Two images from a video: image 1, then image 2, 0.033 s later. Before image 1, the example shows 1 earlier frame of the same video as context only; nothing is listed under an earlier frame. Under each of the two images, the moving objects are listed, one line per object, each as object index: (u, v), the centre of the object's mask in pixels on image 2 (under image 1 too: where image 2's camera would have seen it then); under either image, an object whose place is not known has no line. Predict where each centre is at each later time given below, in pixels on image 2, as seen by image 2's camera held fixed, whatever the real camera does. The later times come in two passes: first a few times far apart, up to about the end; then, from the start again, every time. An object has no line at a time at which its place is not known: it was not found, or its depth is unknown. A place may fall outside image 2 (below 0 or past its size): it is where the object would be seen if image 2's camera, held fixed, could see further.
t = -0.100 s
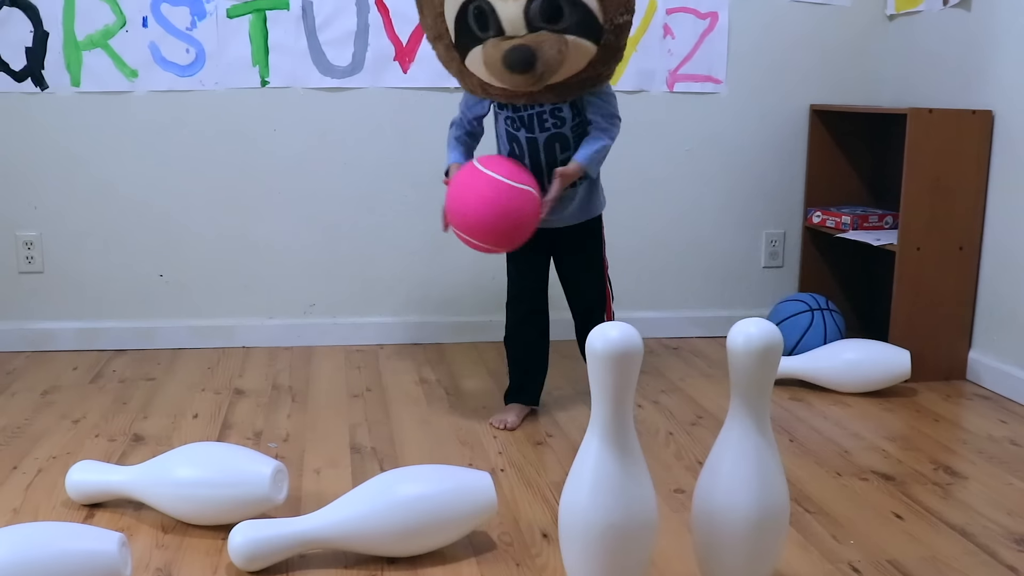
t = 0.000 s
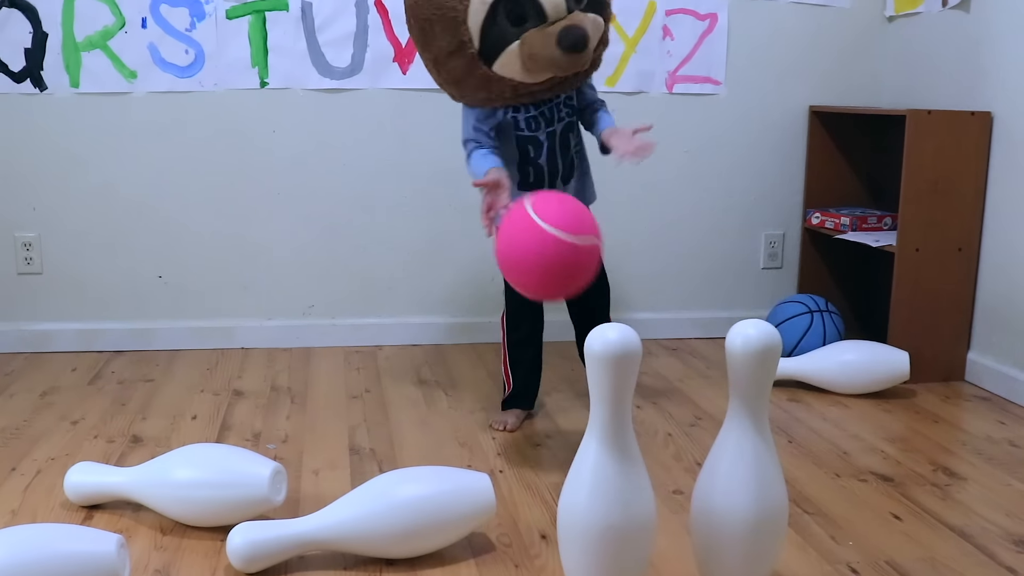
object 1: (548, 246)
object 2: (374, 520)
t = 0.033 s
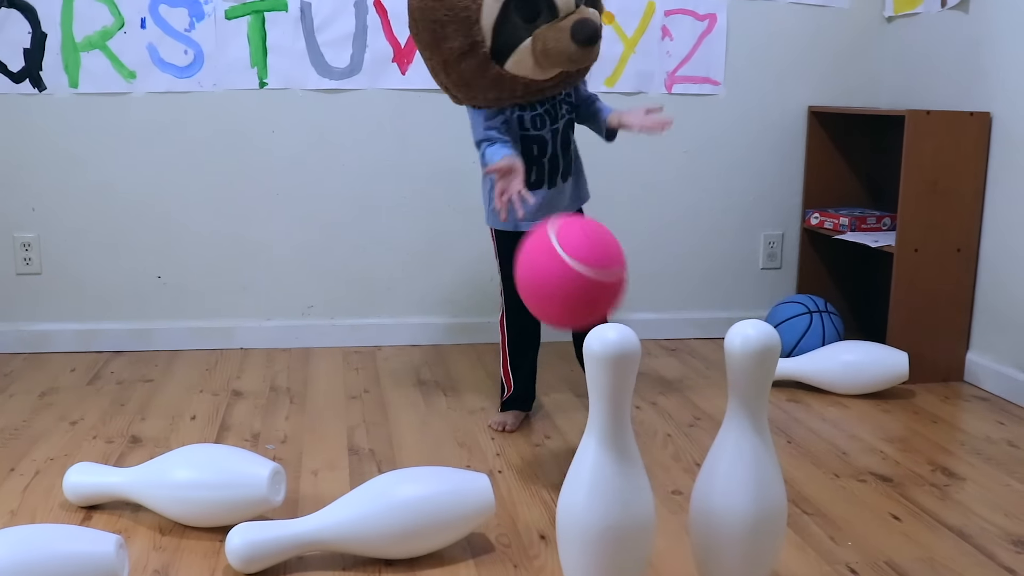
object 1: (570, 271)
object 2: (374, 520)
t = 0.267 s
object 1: (673, 481)
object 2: (374, 520)
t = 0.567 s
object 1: (538, 460)
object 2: (374, 519)
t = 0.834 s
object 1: (522, 449)
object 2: (362, 518)
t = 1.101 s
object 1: (501, 444)
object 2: (360, 516)
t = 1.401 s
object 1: (479, 432)
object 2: (360, 516)
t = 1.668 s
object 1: (467, 422)
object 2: (361, 517)
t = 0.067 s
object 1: (592, 296)
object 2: (374, 520)
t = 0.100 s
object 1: (635, 332)
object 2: (374, 520)
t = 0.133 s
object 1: (670, 404)
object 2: (374, 520)
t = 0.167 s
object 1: (677, 449)
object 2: (374, 520)
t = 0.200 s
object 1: (682, 477)
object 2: (374, 520)
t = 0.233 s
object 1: (679, 507)
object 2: (374, 520)
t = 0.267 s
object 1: (673, 481)
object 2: (374, 520)
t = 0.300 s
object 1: (667, 460)
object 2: (374, 519)
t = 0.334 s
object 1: (661, 447)
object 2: (374, 519)
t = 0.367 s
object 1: (656, 440)
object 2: (374, 519)
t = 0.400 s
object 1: (565, 435)
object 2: (374, 519)
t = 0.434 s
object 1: (560, 442)
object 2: (374, 519)
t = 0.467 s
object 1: (553, 456)
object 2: (374, 519)
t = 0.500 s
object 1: (545, 477)
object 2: (374, 519)
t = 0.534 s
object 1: (541, 472)
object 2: (374, 519)
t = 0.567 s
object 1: (538, 460)
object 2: (374, 519)
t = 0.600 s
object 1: (534, 453)
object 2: (374, 519)
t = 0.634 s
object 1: (532, 449)
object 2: (370, 519)
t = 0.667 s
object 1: (531, 449)
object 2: (365, 519)
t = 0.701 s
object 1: (529, 455)
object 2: (363, 519)
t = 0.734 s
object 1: (527, 467)
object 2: (362, 519)
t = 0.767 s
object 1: (525, 464)
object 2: (362, 519)
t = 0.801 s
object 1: (524, 454)
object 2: (362, 518)
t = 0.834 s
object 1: (522, 449)
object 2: (362, 518)
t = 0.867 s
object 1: (520, 450)
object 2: (361, 518)
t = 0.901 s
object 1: (517, 456)
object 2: (361, 517)
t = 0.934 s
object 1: (515, 457)
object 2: (361, 517)
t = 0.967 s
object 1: (511, 449)
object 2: (361, 517)
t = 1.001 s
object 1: (508, 445)
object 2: (361, 516)
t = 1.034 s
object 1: (506, 447)
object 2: (360, 516)
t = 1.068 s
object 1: (504, 451)
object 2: (360, 516)
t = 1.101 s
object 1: (501, 444)
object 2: (360, 516)
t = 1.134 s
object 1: (498, 441)
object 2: (360, 516)
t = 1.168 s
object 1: (496, 443)
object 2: (360, 516)
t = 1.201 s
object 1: (493, 441)
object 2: (360, 515)
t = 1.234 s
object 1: (490, 438)
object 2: (359, 515)
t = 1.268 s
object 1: (488, 439)
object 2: (360, 515)
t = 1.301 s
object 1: (486, 436)
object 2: (360, 515)
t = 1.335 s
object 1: (484, 434)
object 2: (360, 515)
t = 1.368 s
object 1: (482, 433)
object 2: (360, 516)
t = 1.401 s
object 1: (479, 432)
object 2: (360, 516)
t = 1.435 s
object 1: (478, 430)
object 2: (360, 516)
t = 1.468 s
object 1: (476, 430)
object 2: (360, 516)
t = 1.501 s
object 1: (474, 428)
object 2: (360, 516)
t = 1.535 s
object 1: (472, 427)
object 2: (360, 516)
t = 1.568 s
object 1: (471, 425)
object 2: (360, 517)
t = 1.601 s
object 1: (469, 424)
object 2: (361, 517)
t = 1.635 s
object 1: (468, 423)
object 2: (361, 517)
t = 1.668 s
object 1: (467, 422)
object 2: (361, 517)
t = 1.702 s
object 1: (465, 421)
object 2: (361, 518)
